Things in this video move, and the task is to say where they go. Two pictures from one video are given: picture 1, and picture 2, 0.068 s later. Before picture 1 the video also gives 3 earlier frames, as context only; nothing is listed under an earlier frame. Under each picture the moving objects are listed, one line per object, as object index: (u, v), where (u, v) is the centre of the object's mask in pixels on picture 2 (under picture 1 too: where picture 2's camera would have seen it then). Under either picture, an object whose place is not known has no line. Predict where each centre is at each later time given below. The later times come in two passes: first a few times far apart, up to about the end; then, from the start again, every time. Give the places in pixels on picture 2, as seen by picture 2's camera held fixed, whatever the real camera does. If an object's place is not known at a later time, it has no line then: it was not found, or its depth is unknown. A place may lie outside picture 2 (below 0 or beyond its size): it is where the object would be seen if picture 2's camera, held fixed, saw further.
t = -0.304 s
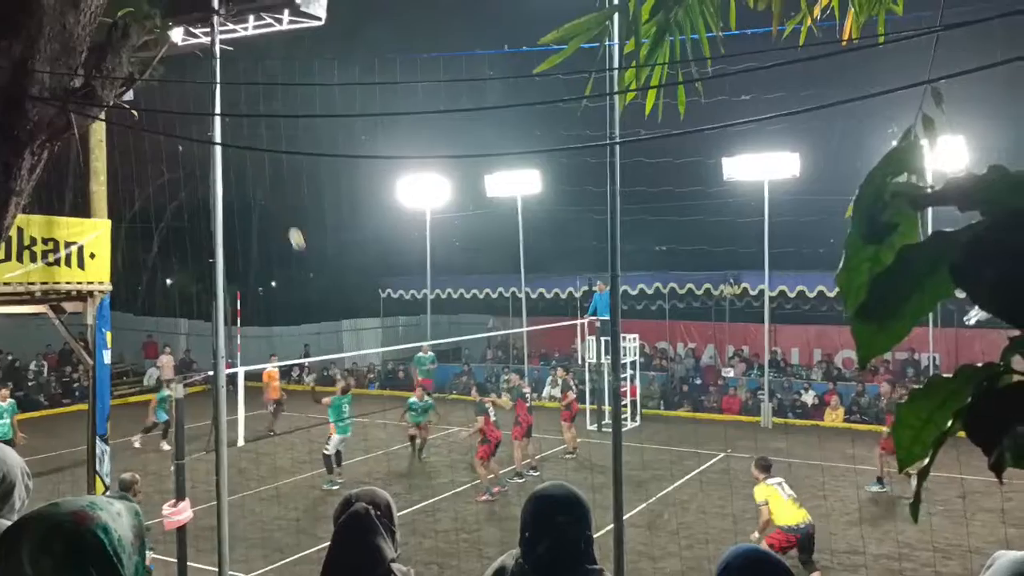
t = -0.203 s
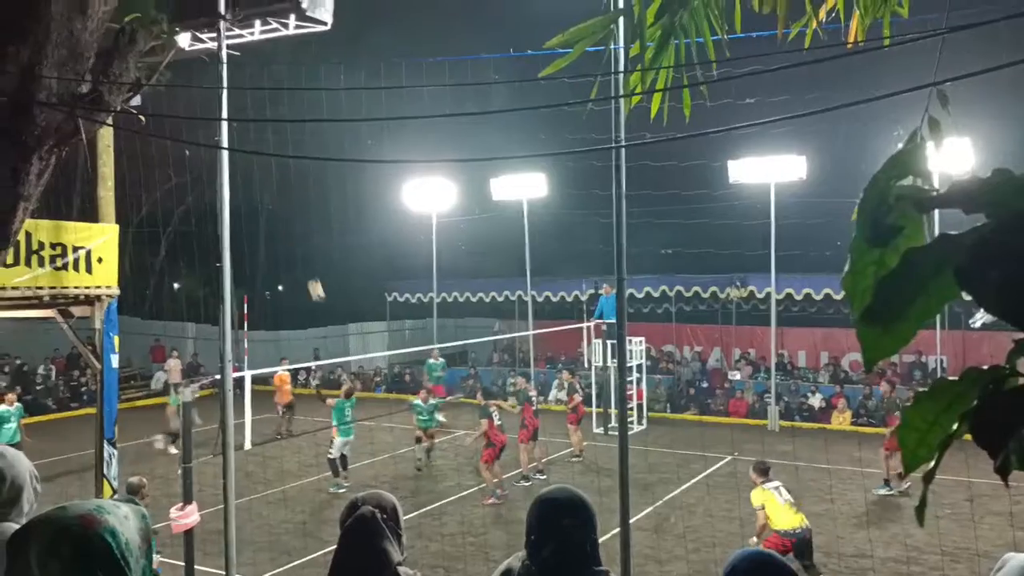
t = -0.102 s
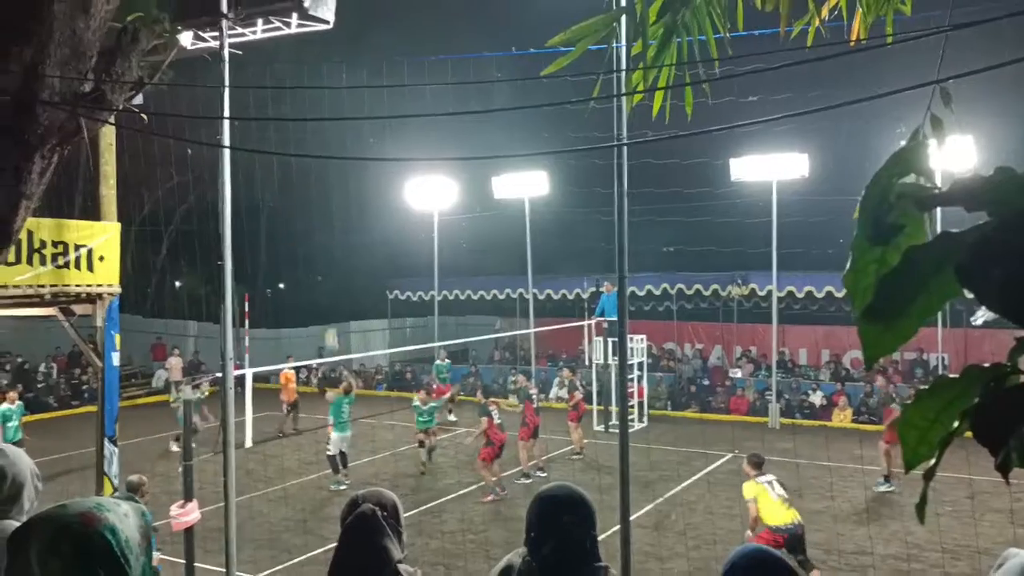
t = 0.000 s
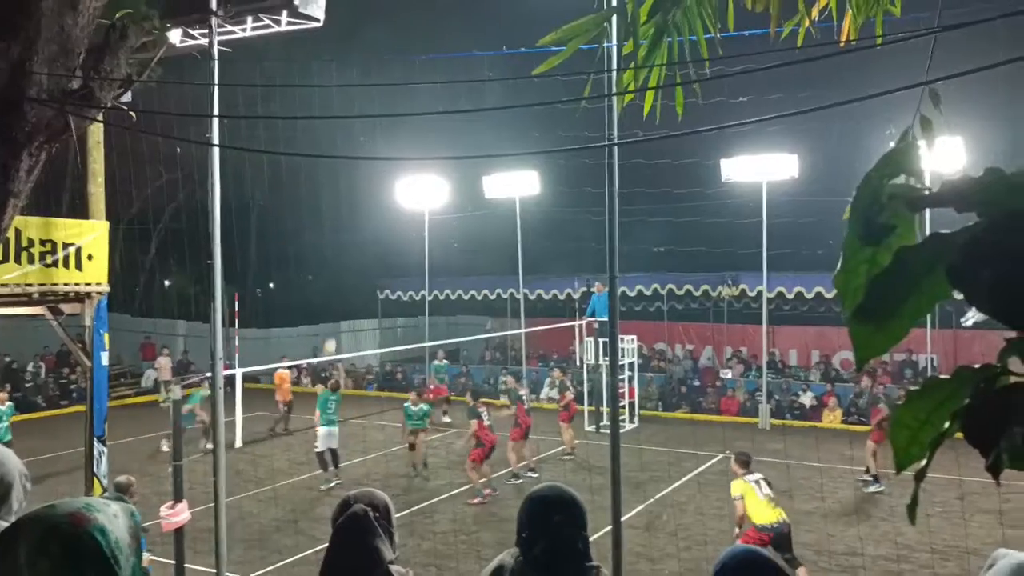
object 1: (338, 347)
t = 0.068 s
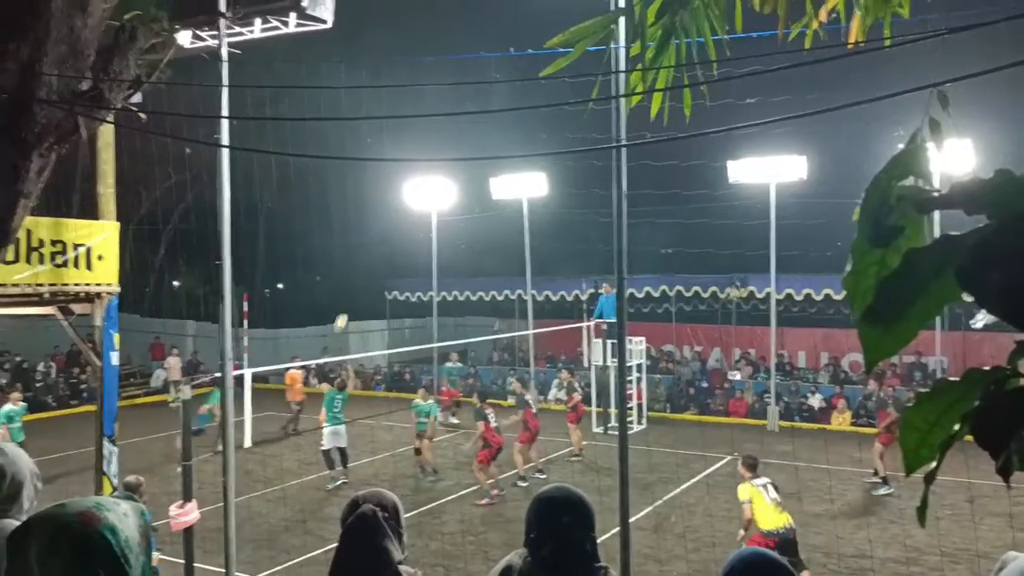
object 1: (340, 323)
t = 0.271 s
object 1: (347, 264)
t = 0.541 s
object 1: (355, 222)
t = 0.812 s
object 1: (364, 223)
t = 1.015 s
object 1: (371, 250)
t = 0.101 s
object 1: (342, 311)
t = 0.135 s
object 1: (343, 300)
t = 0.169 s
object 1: (344, 290)
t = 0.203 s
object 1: (344, 280)
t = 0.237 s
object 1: (345, 271)
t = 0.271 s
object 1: (347, 264)
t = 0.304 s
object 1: (347, 256)
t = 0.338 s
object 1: (349, 249)
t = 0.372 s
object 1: (349, 243)
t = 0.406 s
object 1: (350, 238)
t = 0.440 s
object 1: (352, 233)
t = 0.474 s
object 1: (353, 229)
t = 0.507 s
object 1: (354, 225)
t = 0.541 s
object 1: (355, 222)
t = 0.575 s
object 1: (356, 220)
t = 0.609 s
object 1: (357, 219)
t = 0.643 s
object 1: (358, 218)
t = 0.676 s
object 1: (360, 218)
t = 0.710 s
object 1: (361, 218)
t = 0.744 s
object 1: (362, 219)
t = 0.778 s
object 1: (363, 221)
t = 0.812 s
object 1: (364, 223)
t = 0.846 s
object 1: (366, 226)
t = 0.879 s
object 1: (368, 230)
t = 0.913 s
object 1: (368, 234)
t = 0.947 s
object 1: (369, 239)
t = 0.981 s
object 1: (370, 244)
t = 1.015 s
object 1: (371, 250)
